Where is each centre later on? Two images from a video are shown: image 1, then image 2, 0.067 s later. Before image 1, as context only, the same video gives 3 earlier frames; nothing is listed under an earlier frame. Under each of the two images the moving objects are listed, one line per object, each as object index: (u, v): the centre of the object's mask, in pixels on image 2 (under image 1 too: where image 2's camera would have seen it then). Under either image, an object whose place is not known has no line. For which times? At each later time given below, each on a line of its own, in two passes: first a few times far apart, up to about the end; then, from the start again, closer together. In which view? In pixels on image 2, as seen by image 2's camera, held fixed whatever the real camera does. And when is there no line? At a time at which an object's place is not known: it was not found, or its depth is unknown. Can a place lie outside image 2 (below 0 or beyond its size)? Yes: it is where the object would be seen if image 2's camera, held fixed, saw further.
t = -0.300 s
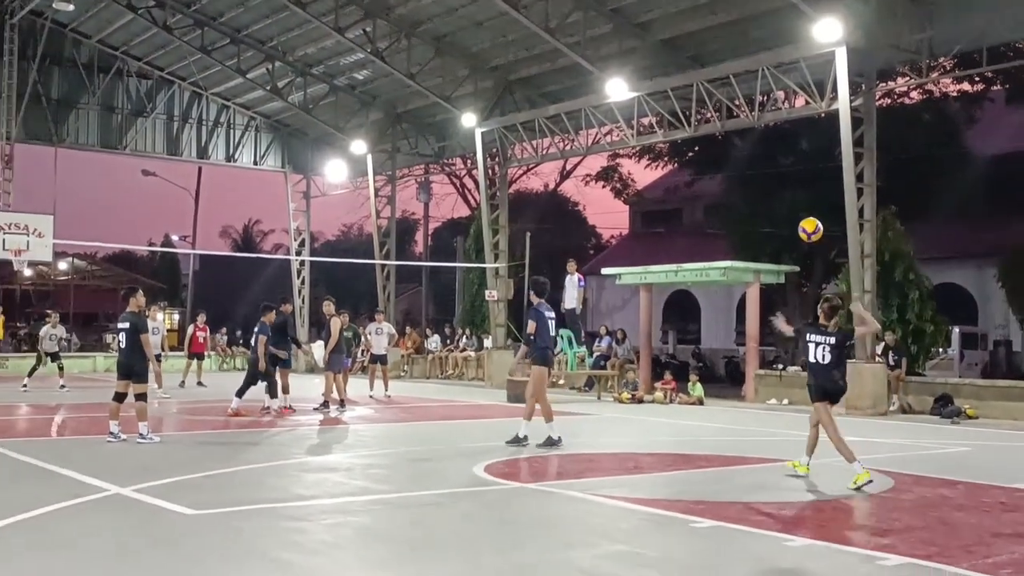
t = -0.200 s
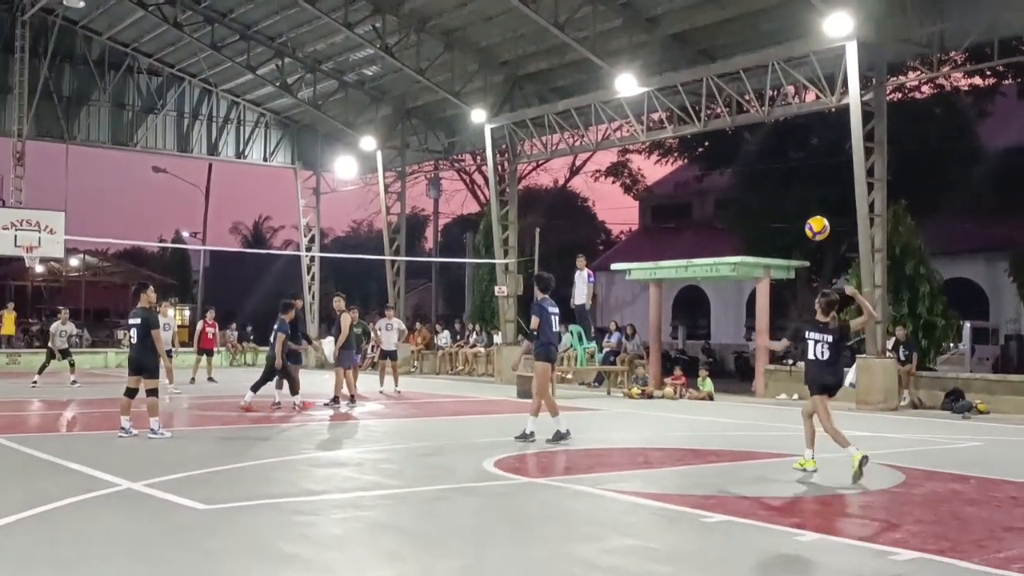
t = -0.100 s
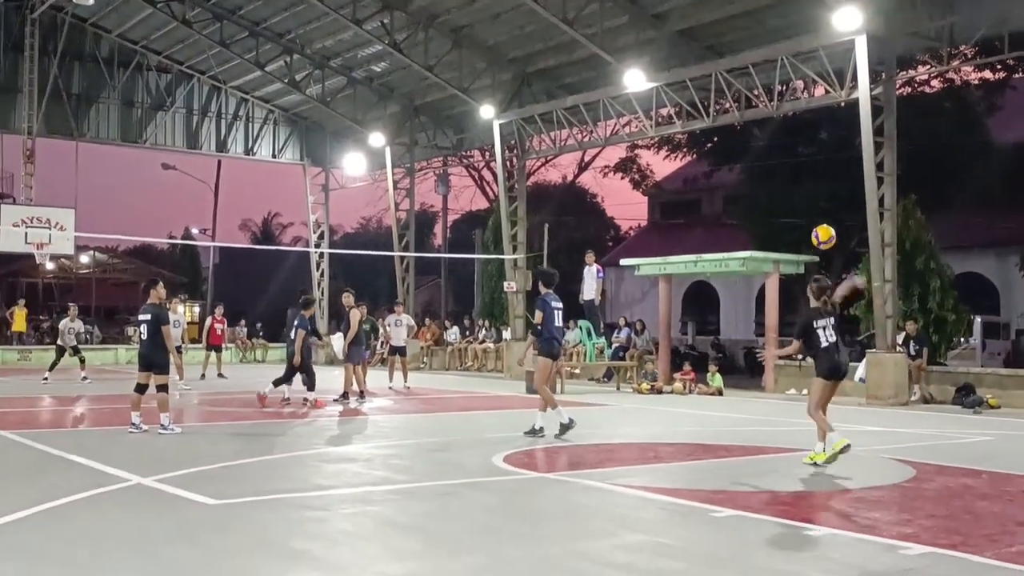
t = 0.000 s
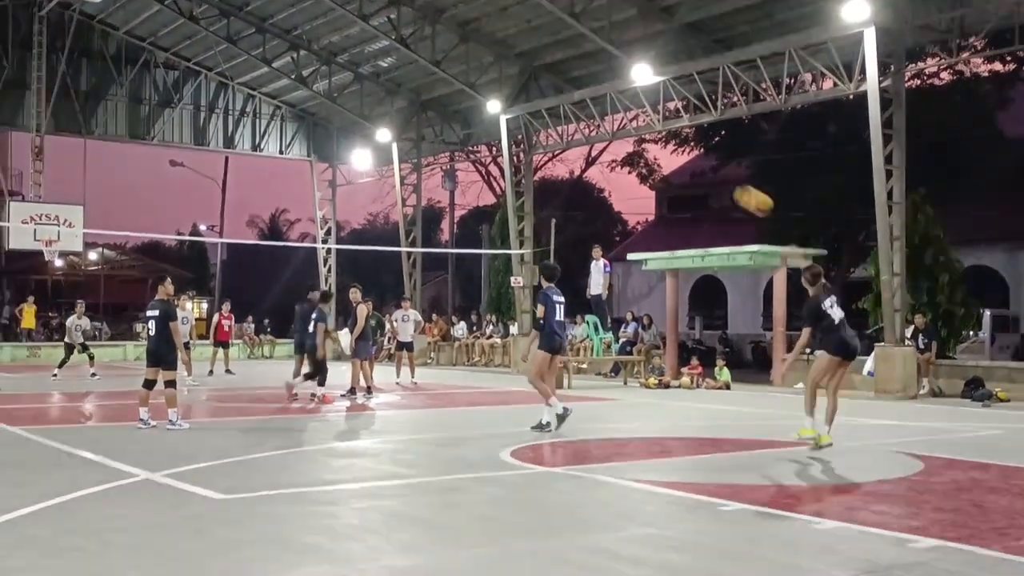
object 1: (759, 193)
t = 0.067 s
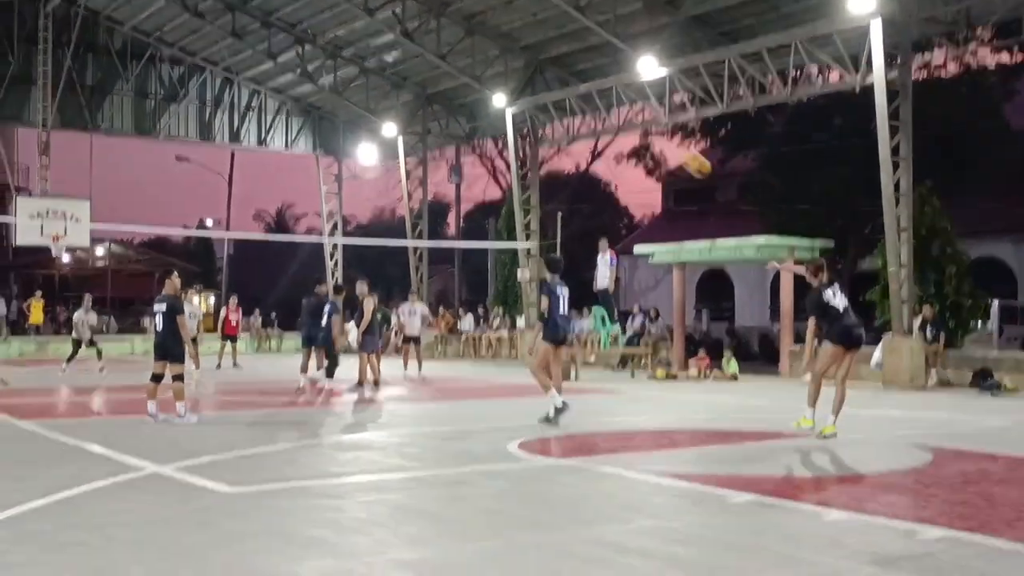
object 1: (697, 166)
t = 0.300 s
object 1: (524, 106)
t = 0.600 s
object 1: (386, 109)
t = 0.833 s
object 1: (316, 144)
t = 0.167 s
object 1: (609, 127)
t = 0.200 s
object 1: (586, 121)
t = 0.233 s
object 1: (562, 114)
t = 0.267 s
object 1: (542, 110)
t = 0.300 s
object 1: (524, 106)
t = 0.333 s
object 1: (502, 103)
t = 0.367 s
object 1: (483, 103)
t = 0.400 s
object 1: (469, 101)
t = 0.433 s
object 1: (453, 100)
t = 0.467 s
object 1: (438, 100)
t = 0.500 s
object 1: (424, 101)
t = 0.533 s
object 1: (411, 103)
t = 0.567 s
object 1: (397, 106)
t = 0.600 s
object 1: (386, 109)
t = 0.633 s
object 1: (375, 113)
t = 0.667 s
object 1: (363, 117)
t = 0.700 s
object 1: (350, 122)
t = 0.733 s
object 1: (340, 128)
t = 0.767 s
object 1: (335, 131)
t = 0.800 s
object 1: (325, 137)
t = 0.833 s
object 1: (316, 144)
